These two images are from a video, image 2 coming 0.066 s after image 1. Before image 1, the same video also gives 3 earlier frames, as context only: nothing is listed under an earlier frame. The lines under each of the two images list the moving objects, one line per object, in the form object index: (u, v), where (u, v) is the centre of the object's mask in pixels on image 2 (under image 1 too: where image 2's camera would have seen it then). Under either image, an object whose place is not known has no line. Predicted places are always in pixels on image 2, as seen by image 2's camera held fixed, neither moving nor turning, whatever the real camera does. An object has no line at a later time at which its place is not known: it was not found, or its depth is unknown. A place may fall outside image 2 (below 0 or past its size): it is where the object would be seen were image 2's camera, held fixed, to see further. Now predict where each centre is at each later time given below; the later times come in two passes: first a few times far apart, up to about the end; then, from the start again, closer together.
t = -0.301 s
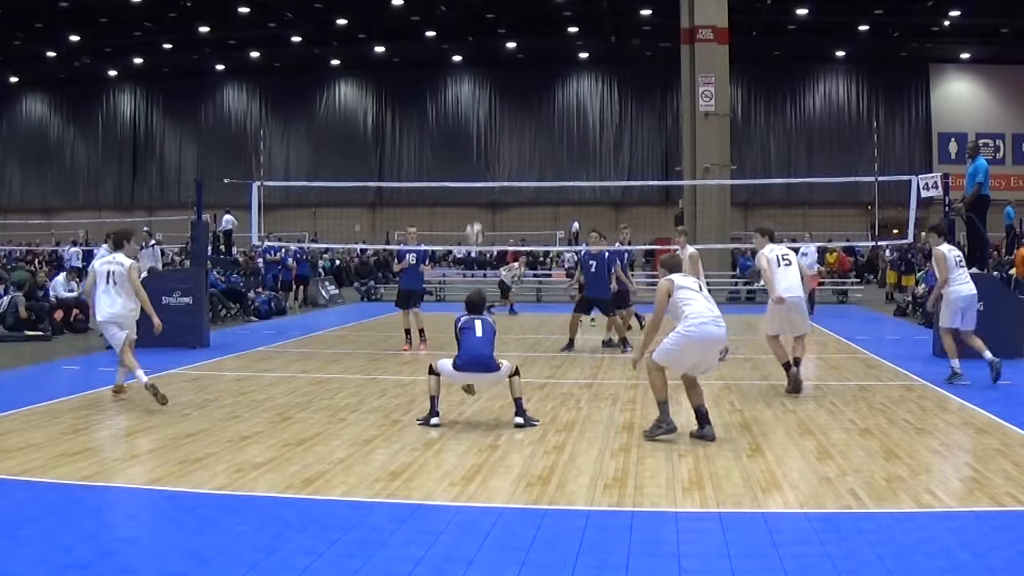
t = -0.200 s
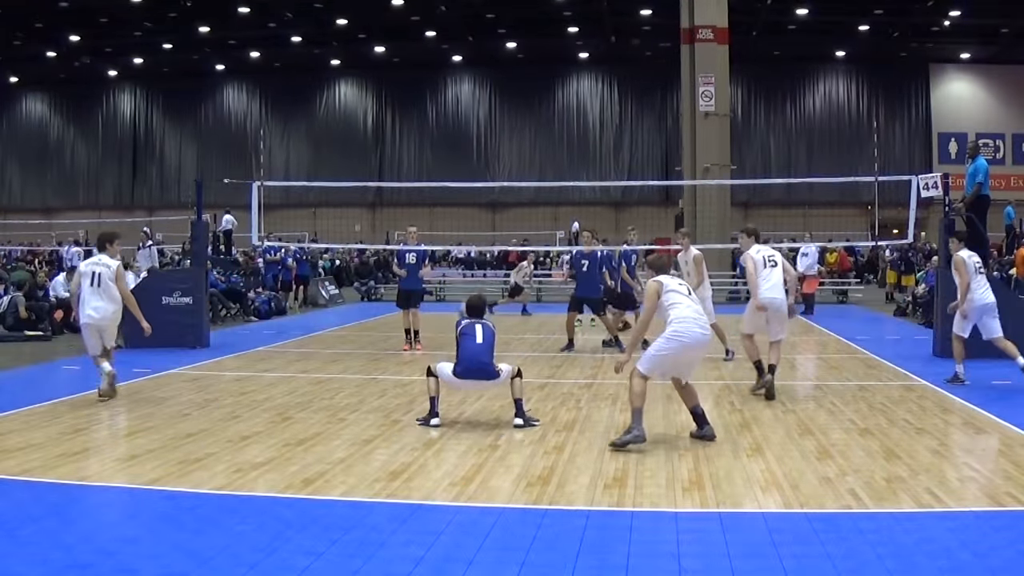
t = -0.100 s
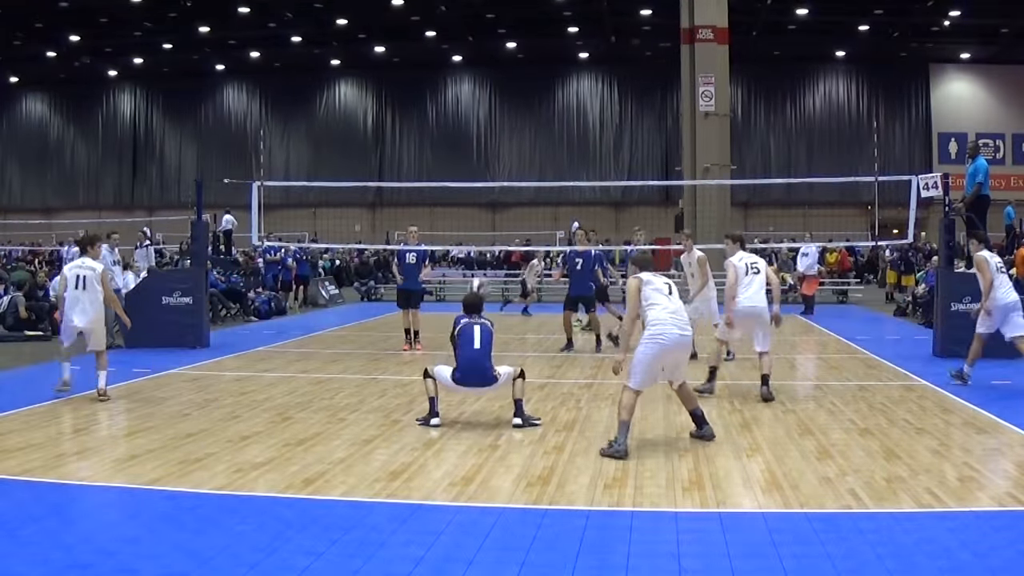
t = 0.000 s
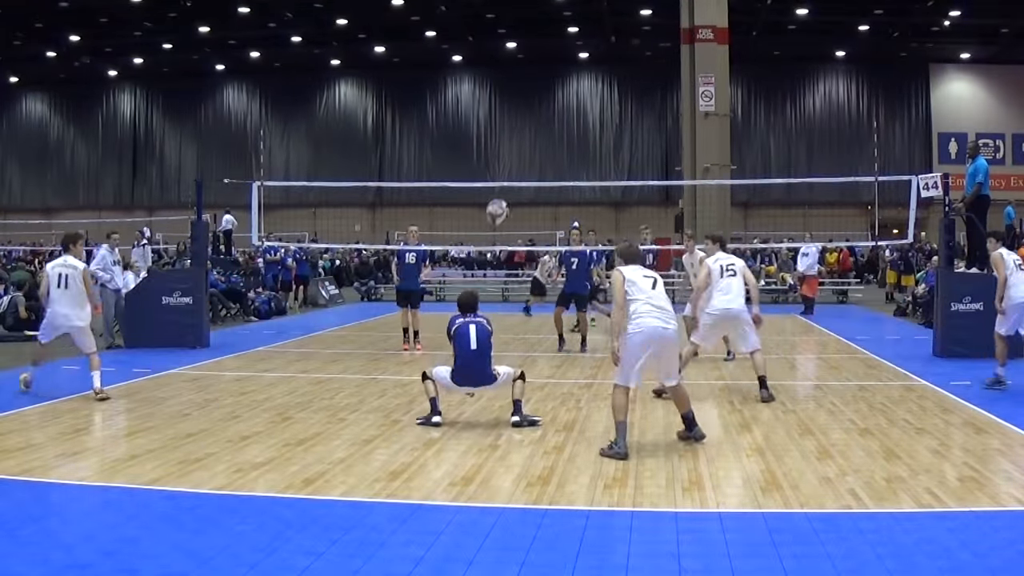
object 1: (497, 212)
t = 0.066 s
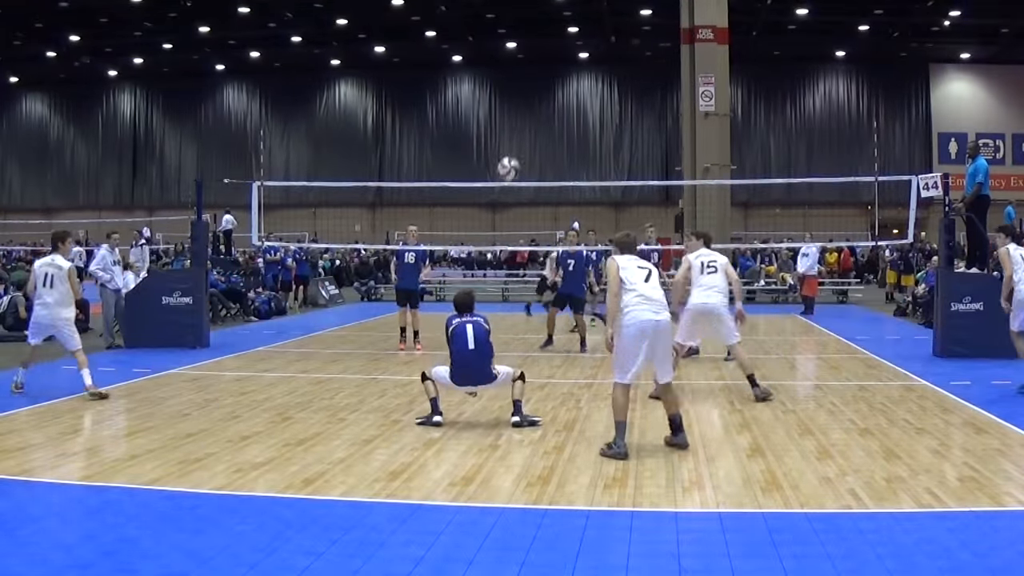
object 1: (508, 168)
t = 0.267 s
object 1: (540, 75)
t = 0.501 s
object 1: (573, 23)
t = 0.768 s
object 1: (607, 24)
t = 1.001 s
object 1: (635, 72)
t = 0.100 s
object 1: (514, 150)
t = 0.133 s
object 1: (519, 132)
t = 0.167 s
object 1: (524, 116)
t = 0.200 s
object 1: (530, 101)
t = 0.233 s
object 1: (535, 87)
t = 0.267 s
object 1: (540, 75)
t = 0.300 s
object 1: (545, 64)
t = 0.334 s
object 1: (550, 54)
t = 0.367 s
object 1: (554, 45)
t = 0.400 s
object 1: (559, 38)
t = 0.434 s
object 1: (564, 32)
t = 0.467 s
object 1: (568, 27)
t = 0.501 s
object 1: (573, 23)
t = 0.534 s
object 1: (577, 19)
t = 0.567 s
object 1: (582, 17)
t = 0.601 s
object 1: (586, 16)
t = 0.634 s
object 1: (590, 16)
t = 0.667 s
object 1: (595, 17)
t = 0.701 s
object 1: (599, 18)
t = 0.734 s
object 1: (603, 21)
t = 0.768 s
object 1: (607, 24)
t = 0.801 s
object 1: (611, 29)
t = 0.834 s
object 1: (615, 34)
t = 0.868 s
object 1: (619, 40)
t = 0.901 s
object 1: (623, 47)
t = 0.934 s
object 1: (627, 54)
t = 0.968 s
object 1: (631, 63)
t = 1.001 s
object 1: (635, 72)
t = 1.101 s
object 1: (646, 104)
